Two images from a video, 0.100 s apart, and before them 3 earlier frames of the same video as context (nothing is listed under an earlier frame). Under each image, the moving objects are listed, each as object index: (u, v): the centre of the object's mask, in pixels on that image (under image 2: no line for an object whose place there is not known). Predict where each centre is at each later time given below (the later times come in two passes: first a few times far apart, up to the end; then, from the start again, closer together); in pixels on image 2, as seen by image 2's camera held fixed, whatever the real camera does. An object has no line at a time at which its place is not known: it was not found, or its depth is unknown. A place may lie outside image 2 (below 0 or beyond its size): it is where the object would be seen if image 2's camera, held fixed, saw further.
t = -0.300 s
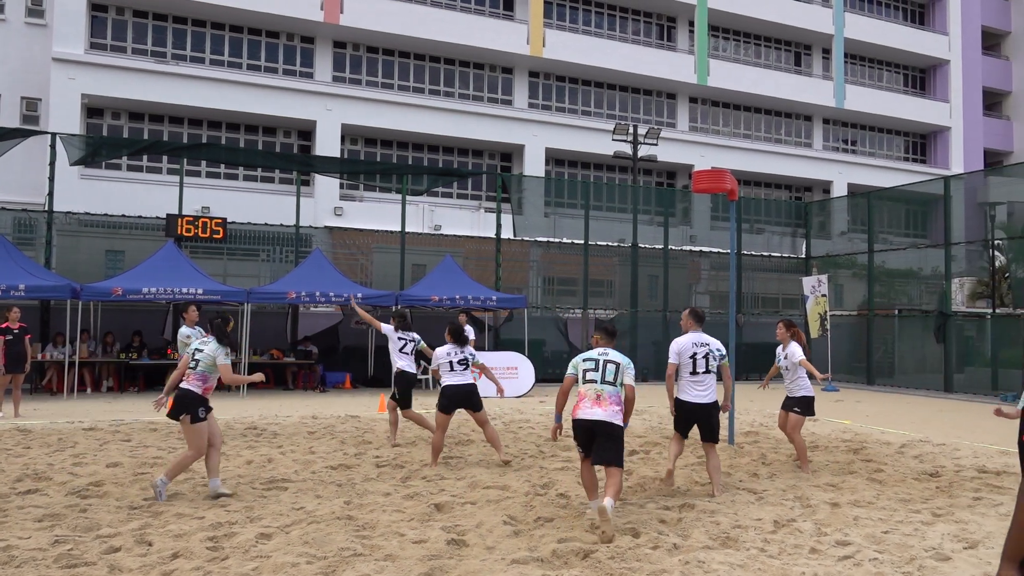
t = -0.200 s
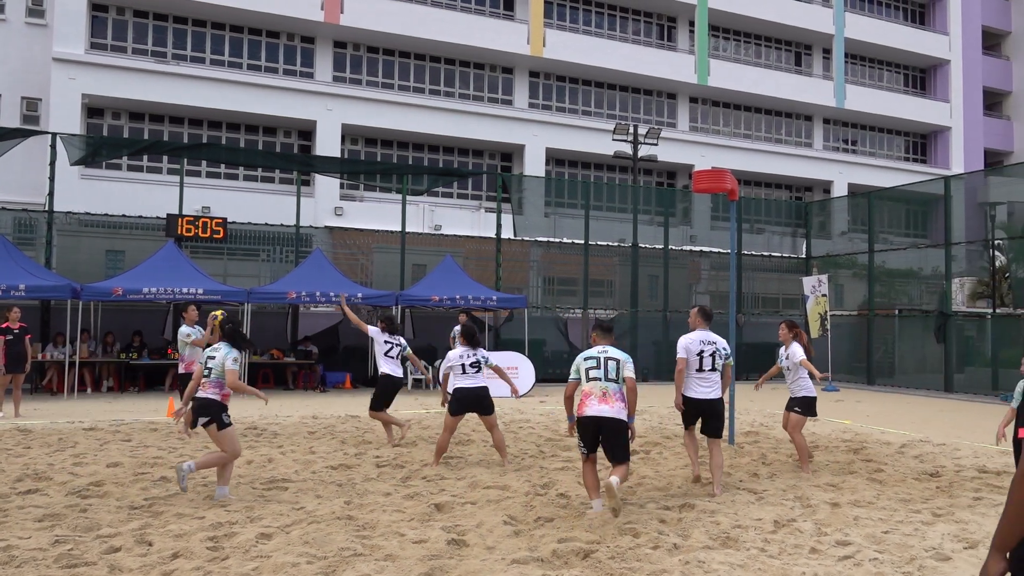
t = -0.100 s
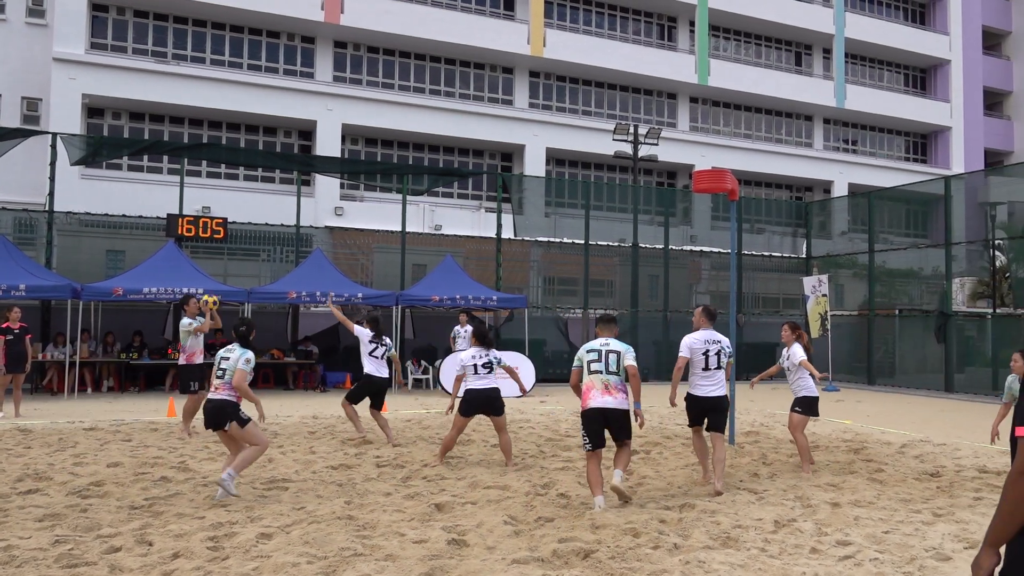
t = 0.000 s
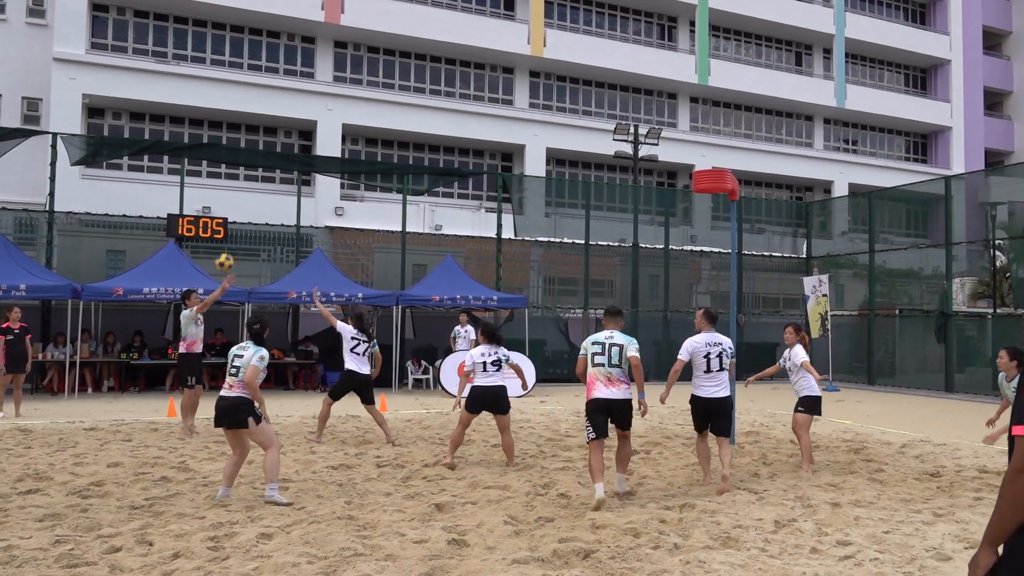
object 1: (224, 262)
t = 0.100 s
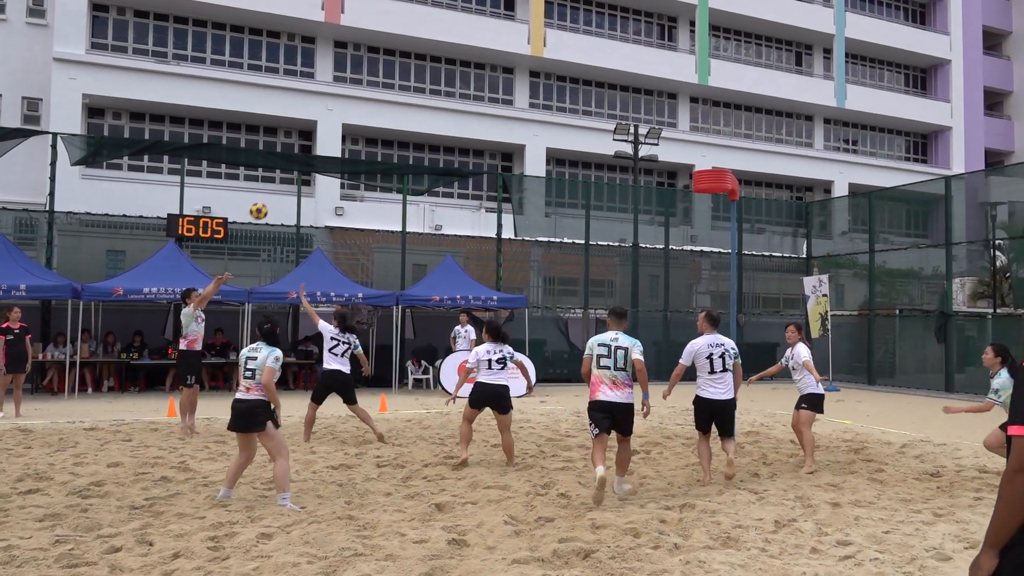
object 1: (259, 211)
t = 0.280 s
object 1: (318, 135)
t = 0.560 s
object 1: (409, 65)
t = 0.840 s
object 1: (499, 52)
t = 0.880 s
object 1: (512, 55)
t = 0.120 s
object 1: (265, 201)
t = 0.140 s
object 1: (272, 192)
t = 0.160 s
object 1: (278, 183)
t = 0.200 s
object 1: (292, 166)
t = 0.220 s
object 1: (299, 158)
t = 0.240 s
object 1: (306, 150)
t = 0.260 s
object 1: (311, 143)
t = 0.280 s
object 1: (318, 135)
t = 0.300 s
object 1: (325, 128)
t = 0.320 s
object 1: (332, 122)
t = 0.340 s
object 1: (338, 116)
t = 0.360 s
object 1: (345, 110)
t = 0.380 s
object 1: (351, 104)
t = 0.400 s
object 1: (358, 98)
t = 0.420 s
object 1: (364, 93)
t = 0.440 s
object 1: (371, 89)
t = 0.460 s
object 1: (377, 83)
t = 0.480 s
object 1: (384, 79)
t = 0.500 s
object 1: (390, 75)
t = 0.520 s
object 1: (397, 71)
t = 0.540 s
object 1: (403, 68)
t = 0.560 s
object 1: (409, 65)
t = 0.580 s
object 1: (416, 62)
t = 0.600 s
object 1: (422, 59)
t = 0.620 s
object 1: (428, 57)
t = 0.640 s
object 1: (435, 55)
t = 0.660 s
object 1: (441, 54)
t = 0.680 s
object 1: (448, 53)
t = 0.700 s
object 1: (454, 52)
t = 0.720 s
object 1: (461, 51)
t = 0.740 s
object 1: (467, 50)
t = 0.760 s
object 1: (473, 50)
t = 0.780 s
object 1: (480, 50)
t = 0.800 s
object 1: (486, 51)
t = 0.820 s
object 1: (492, 51)
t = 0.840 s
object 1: (499, 52)
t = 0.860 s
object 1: (506, 53)
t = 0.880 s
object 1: (512, 55)
